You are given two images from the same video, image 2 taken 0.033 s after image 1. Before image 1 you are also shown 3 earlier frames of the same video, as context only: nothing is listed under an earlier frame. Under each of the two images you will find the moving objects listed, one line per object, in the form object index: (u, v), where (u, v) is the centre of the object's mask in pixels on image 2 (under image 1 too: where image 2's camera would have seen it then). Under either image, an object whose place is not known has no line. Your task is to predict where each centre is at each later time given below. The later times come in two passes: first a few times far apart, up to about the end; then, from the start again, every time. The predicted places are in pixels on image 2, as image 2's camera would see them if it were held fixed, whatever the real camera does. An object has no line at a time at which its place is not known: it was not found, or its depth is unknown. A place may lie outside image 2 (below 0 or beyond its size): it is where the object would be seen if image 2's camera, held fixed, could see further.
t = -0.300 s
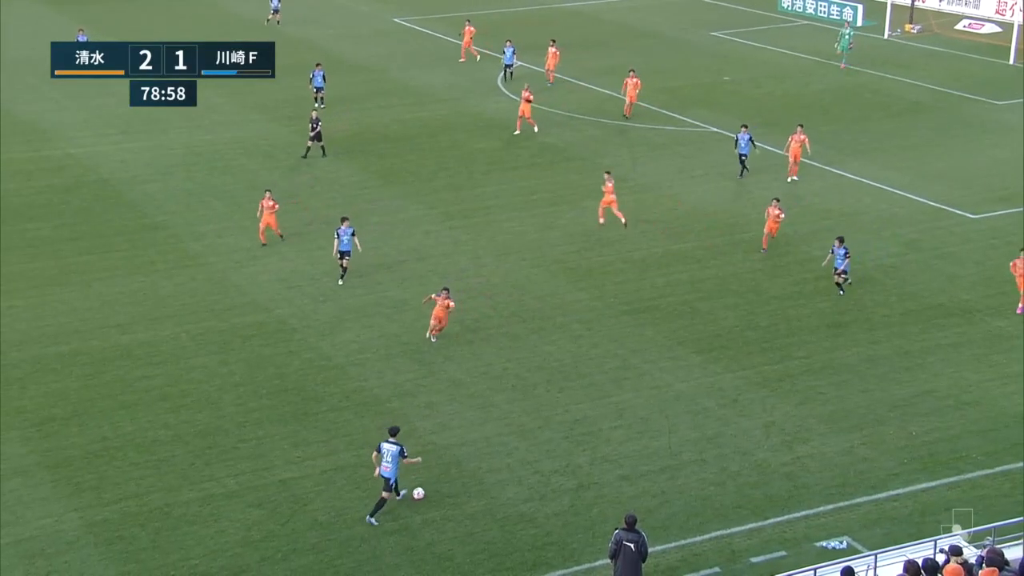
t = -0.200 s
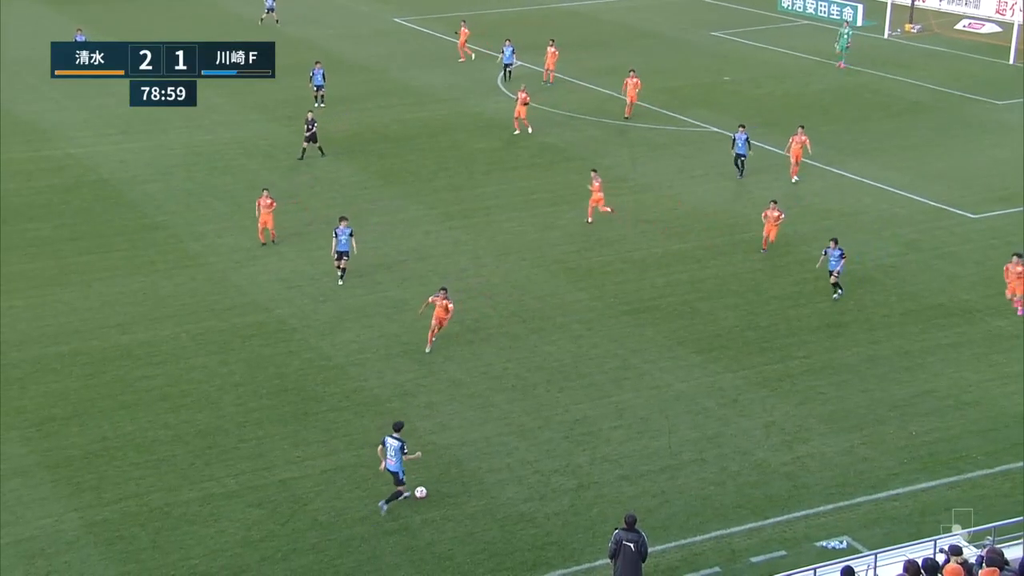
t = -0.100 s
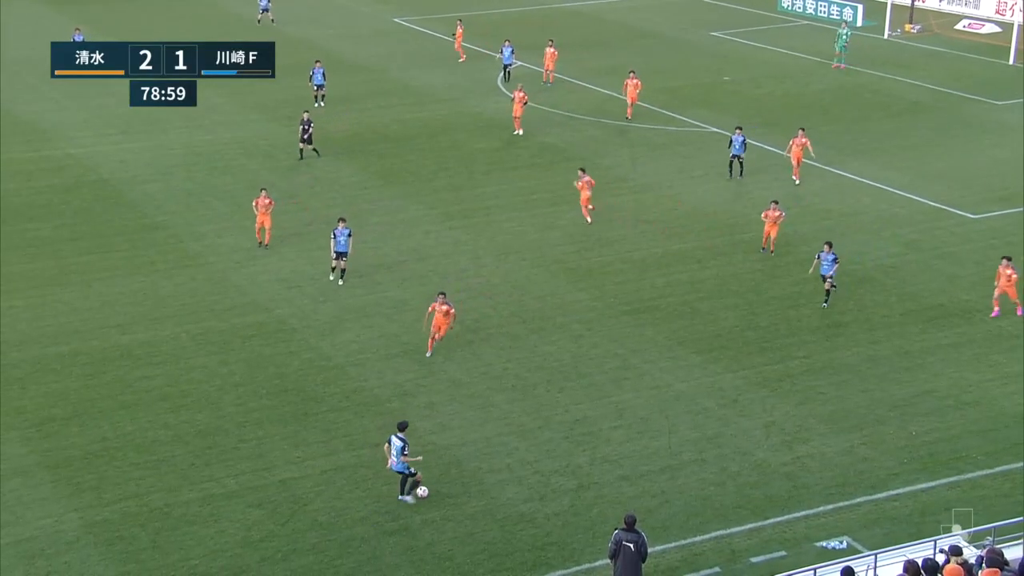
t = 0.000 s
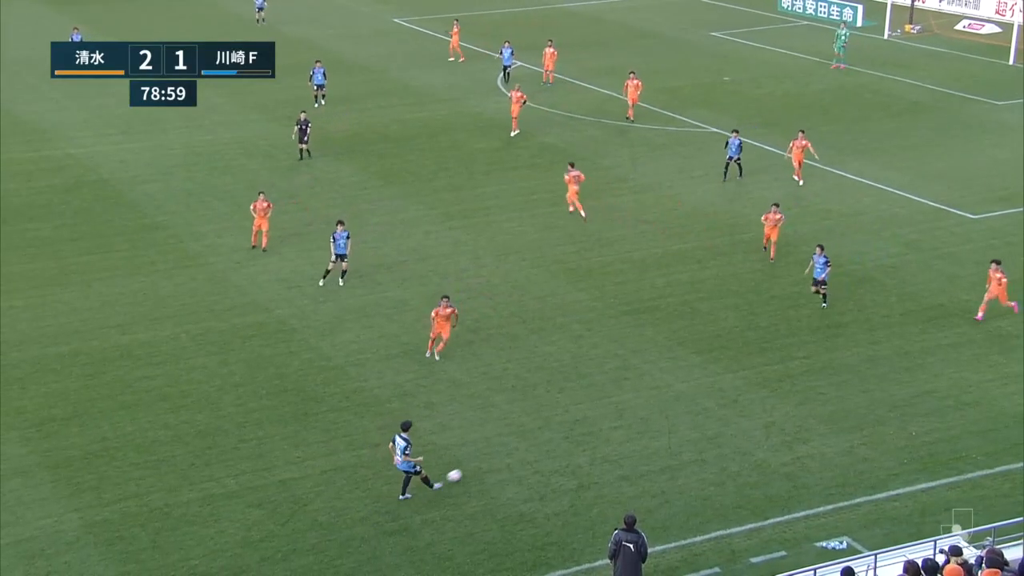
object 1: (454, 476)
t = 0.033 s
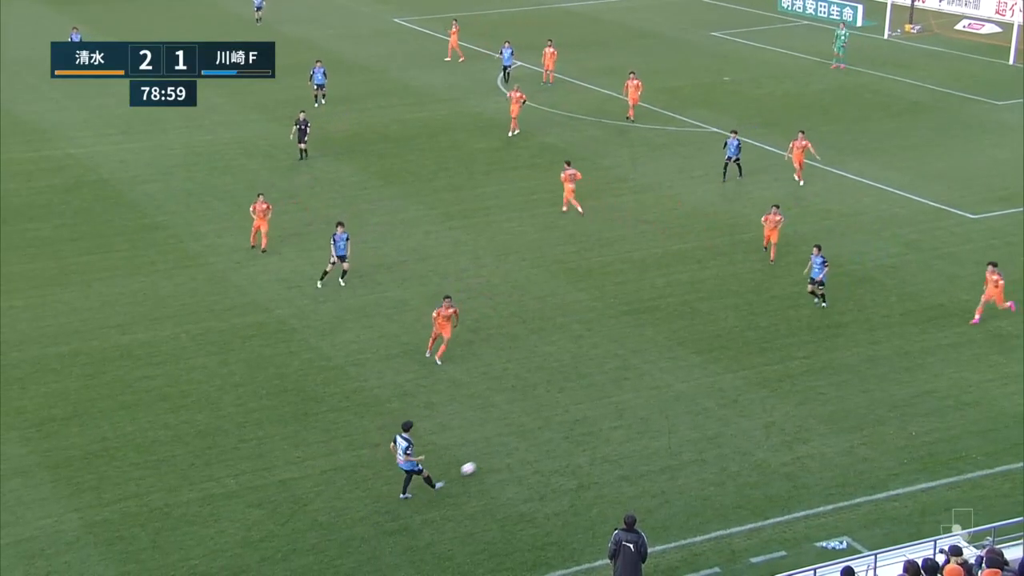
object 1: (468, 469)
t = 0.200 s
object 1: (532, 438)
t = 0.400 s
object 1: (598, 408)
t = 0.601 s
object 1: (654, 383)
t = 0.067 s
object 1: (482, 462)
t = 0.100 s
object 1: (495, 456)
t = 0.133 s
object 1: (508, 451)
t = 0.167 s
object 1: (520, 444)
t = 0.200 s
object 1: (532, 438)
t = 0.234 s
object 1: (544, 432)
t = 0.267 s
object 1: (556, 427)
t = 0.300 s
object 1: (567, 423)
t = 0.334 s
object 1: (578, 418)
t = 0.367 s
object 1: (588, 413)
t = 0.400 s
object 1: (598, 408)
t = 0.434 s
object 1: (608, 403)
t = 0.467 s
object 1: (618, 399)
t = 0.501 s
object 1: (627, 395)
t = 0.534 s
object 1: (637, 391)
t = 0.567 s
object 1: (645, 387)
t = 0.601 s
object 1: (654, 383)
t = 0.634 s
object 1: (662, 379)
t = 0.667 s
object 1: (670, 375)
